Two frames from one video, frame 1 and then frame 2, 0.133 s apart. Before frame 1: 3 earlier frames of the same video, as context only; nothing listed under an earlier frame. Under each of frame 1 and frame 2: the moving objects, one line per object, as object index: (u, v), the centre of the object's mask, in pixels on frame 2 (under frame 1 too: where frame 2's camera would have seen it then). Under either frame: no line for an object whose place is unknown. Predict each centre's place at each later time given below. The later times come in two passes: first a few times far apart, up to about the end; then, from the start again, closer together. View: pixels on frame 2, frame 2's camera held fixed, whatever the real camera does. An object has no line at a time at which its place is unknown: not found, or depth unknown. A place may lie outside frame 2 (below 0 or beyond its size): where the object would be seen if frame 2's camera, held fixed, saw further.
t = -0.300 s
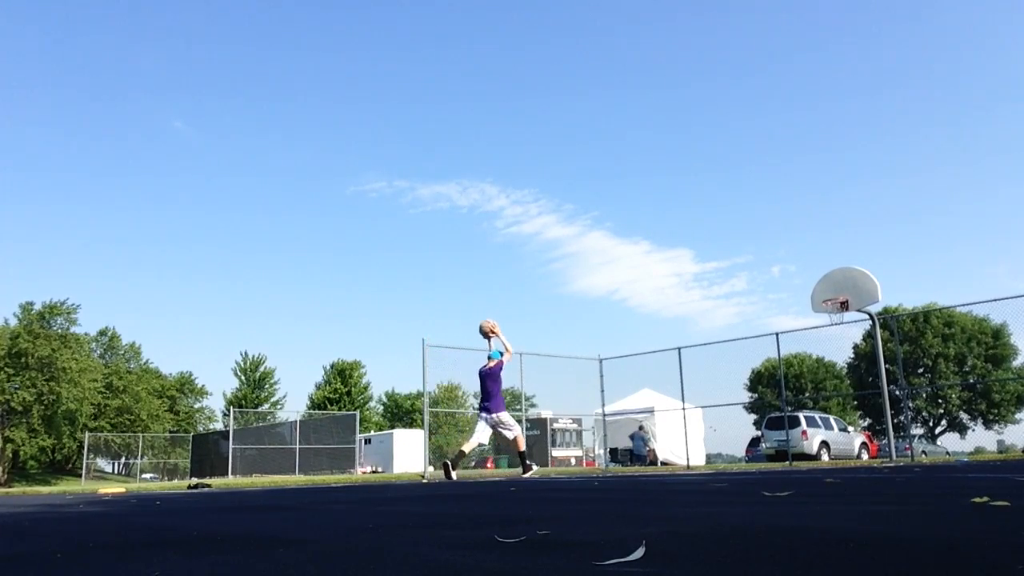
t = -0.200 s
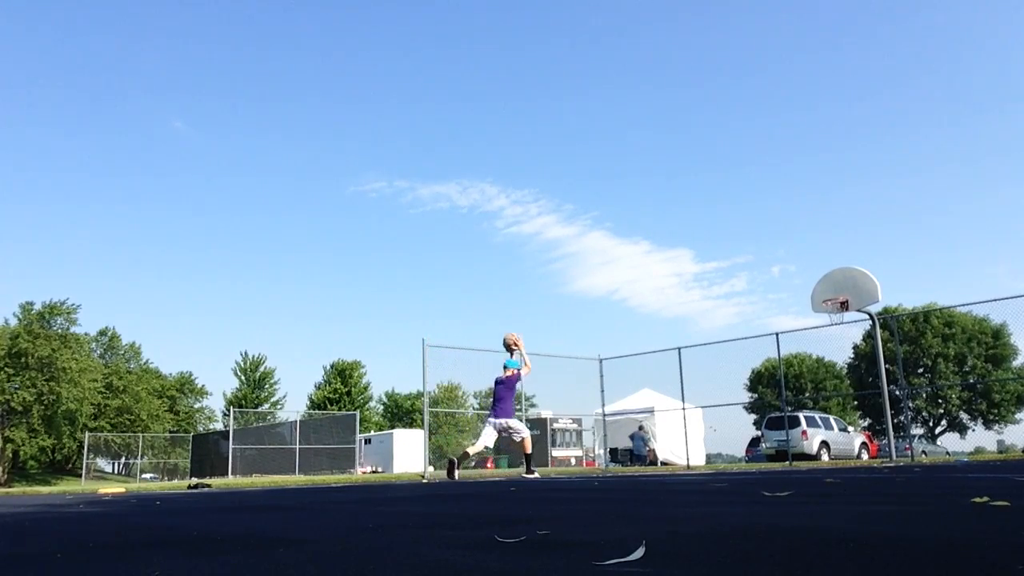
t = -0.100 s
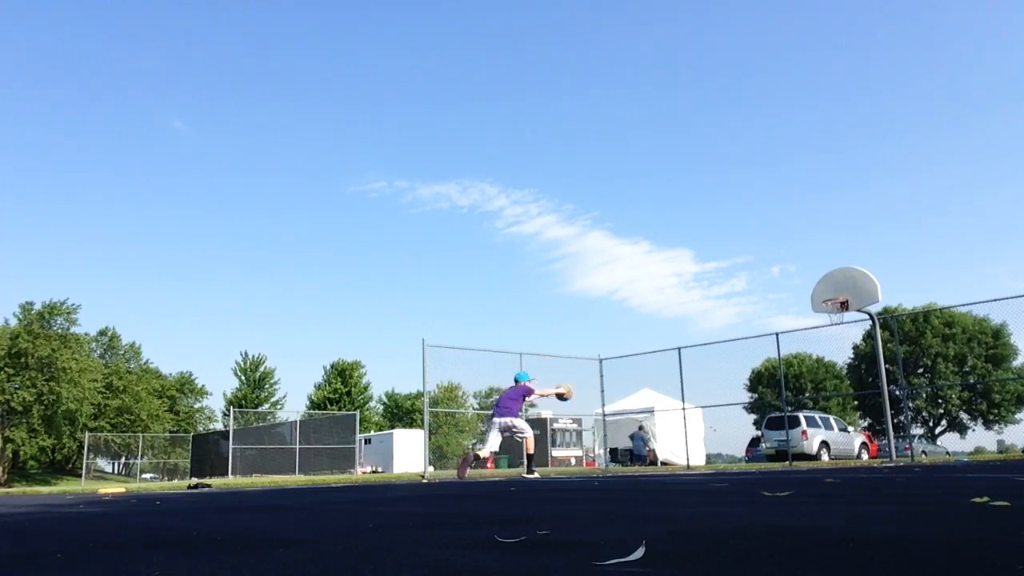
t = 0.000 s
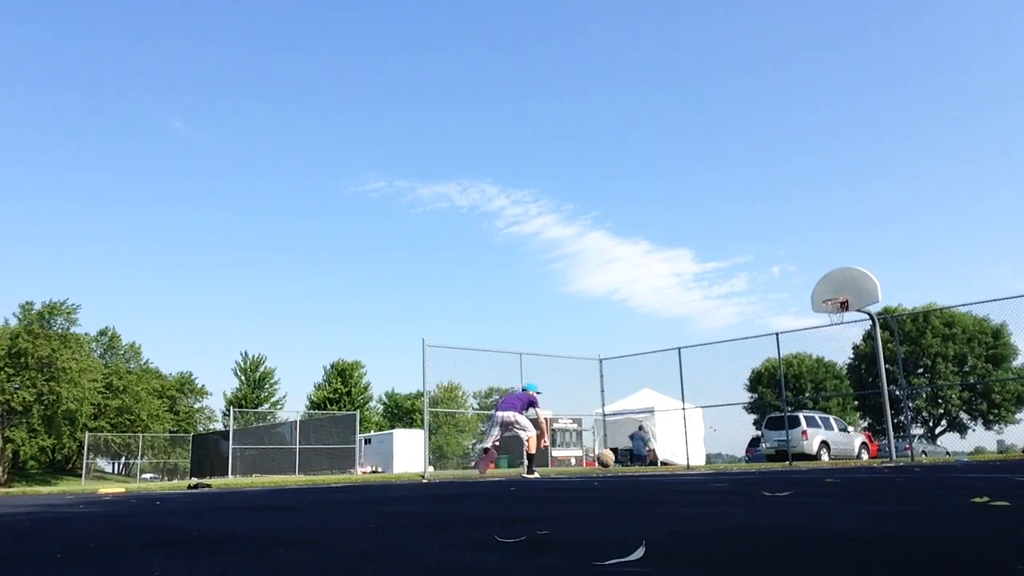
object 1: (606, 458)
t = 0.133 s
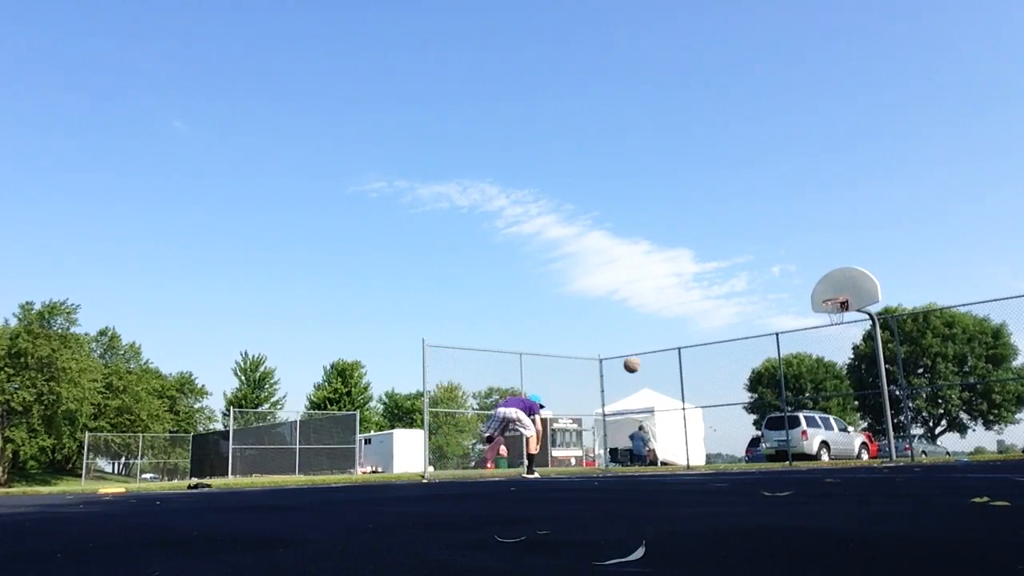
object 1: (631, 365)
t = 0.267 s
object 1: (656, 297)
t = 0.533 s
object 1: (700, 218)
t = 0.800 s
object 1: (742, 194)
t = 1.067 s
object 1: (782, 211)
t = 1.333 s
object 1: (820, 260)
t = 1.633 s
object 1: (835, 306)
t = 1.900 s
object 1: (837, 314)
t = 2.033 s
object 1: (839, 329)
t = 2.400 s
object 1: (851, 413)
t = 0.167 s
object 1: (637, 346)
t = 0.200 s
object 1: (644, 328)
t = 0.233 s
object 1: (649, 312)
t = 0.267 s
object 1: (656, 297)
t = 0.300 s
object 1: (661, 283)
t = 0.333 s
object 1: (667, 272)
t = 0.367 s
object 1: (672, 260)
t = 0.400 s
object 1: (678, 250)
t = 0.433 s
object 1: (684, 240)
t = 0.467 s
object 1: (689, 232)
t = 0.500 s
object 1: (695, 225)
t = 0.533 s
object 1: (700, 218)
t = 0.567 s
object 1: (706, 212)
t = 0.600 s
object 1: (711, 208)
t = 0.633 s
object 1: (716, 204)
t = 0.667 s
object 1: (722, 201)
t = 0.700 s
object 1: (727, 198)
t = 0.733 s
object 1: (732, 196)
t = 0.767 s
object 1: (737, 195)
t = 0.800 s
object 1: (742, 194)
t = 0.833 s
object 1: (747, 194)
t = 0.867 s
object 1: (752, 195)
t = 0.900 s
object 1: (757, 196)
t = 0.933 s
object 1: (762, 198)
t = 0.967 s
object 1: (767, 201)
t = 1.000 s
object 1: (772, 203)
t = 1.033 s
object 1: (777, 207)
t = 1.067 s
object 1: (782, 211)
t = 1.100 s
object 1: (786, 215)
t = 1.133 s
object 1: (791, 220)
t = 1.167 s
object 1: (796, 226)
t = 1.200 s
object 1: (801, 232)
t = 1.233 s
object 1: (805, 238)
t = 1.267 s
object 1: (810, 245)
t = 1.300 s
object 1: (815, 252)
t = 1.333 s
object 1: (820, 260)
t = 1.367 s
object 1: (824, 268)
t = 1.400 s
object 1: (829, 277)
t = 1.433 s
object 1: (834, 286)
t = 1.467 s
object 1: (839, 296)
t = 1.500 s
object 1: (839, 303)
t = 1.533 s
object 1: (834, 306)
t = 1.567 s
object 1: (834, 306)
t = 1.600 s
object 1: (834, 306)
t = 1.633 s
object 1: (835, 306)
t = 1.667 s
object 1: (835, 306)
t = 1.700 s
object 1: (835, 306)
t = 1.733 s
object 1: (835, 306)
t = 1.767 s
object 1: (835, 307)
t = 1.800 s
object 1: (836, 308)
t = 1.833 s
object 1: (836, 310)
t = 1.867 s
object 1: (837, 312)
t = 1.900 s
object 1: (837, 314)
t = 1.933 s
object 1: (838, 317)
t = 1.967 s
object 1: (838, 322)
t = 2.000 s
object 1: (839, 325)
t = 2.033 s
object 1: (839, 329)
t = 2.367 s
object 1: (850, 403)
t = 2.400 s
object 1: (851, 413)
